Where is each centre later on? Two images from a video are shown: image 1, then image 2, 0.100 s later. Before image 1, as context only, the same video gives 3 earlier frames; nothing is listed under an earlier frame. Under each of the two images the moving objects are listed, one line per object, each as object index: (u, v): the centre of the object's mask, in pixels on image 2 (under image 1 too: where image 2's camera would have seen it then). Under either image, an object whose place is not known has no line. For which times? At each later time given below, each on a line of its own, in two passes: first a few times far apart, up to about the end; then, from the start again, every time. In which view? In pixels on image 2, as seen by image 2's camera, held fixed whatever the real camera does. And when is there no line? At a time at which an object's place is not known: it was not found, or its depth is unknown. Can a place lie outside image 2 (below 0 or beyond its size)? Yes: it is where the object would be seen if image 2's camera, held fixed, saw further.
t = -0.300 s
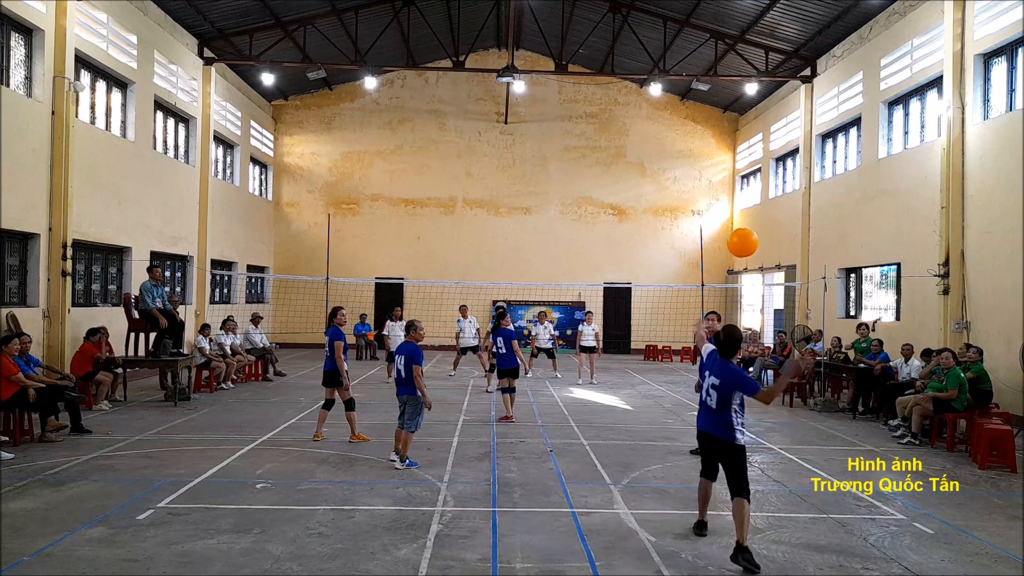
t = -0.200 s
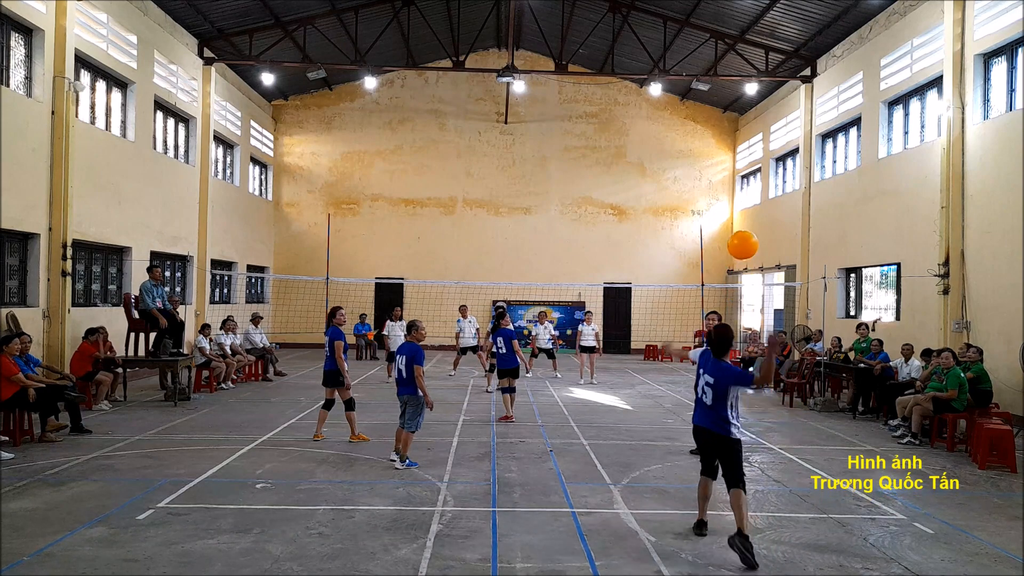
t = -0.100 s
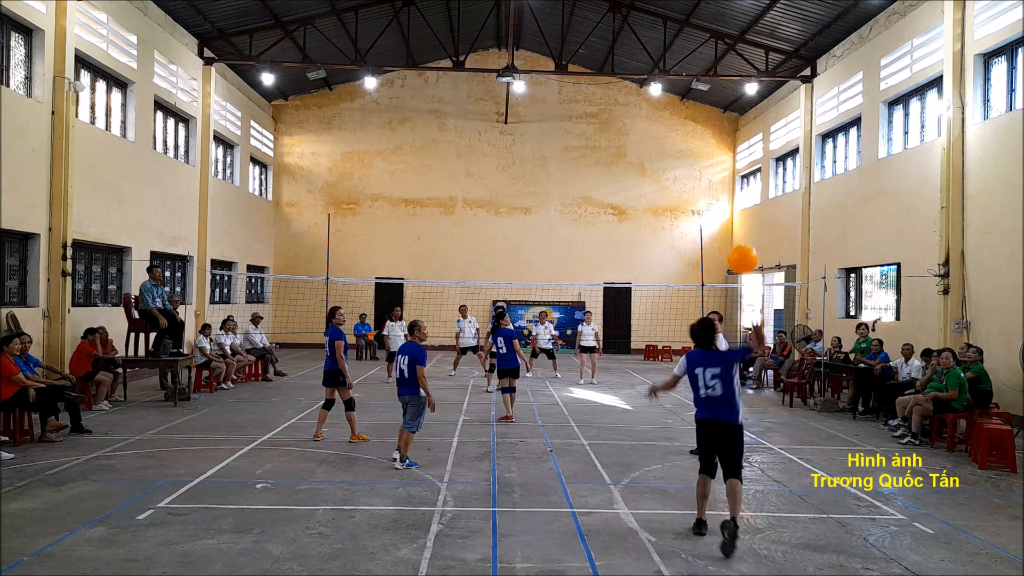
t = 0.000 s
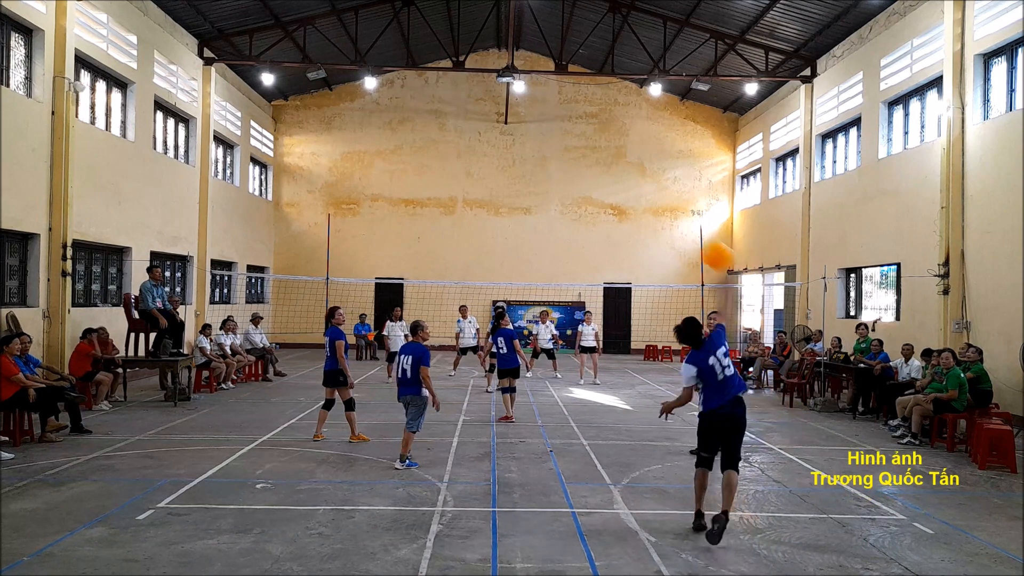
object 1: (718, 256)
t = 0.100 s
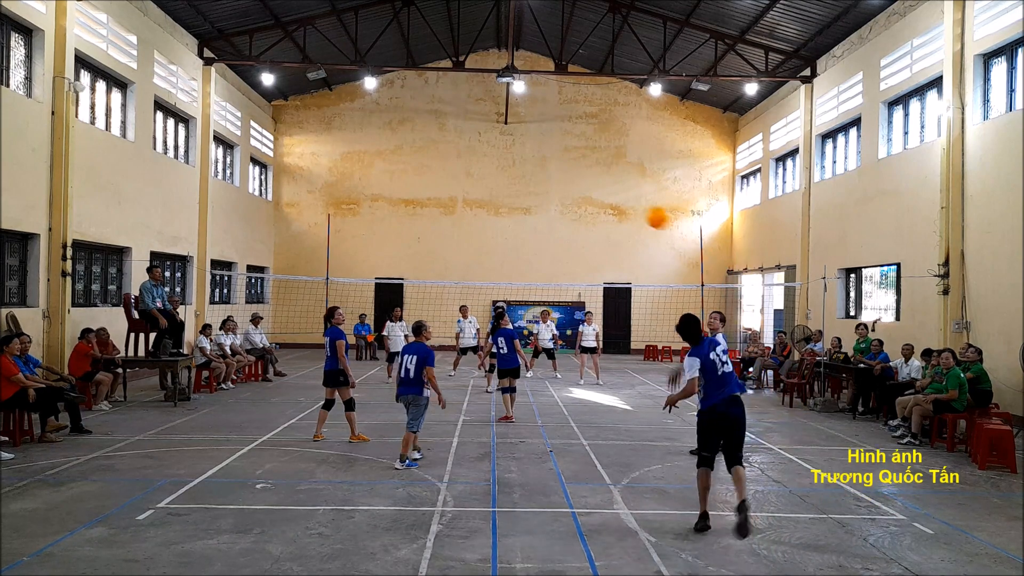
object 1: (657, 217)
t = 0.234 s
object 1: (604, 201)
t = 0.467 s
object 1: (548, 211)
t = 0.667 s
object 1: (519, 235)
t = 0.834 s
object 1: (500, 263)
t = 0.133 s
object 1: (642, 211)
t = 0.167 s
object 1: (628, 206)
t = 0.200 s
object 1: (615, 203)
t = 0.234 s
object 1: (604, 201)
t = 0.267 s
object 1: (594, 201)
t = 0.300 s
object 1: (585, 201)
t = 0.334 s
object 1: (577, 202)
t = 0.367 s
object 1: (569, 204)
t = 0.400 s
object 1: (562, 205)
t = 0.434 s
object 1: (554, 208)
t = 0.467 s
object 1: (548, 211)
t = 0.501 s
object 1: (542, 214)
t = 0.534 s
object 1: (537, 218)
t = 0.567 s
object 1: (532, 221)
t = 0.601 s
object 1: (528, 225)
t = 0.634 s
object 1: (523, 230)
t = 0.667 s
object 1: (519, 235)
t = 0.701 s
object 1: (515, 240)
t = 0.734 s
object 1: (511, 246)
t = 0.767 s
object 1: (507, 251)
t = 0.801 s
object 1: (504, 257)
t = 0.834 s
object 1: (500, 263)
